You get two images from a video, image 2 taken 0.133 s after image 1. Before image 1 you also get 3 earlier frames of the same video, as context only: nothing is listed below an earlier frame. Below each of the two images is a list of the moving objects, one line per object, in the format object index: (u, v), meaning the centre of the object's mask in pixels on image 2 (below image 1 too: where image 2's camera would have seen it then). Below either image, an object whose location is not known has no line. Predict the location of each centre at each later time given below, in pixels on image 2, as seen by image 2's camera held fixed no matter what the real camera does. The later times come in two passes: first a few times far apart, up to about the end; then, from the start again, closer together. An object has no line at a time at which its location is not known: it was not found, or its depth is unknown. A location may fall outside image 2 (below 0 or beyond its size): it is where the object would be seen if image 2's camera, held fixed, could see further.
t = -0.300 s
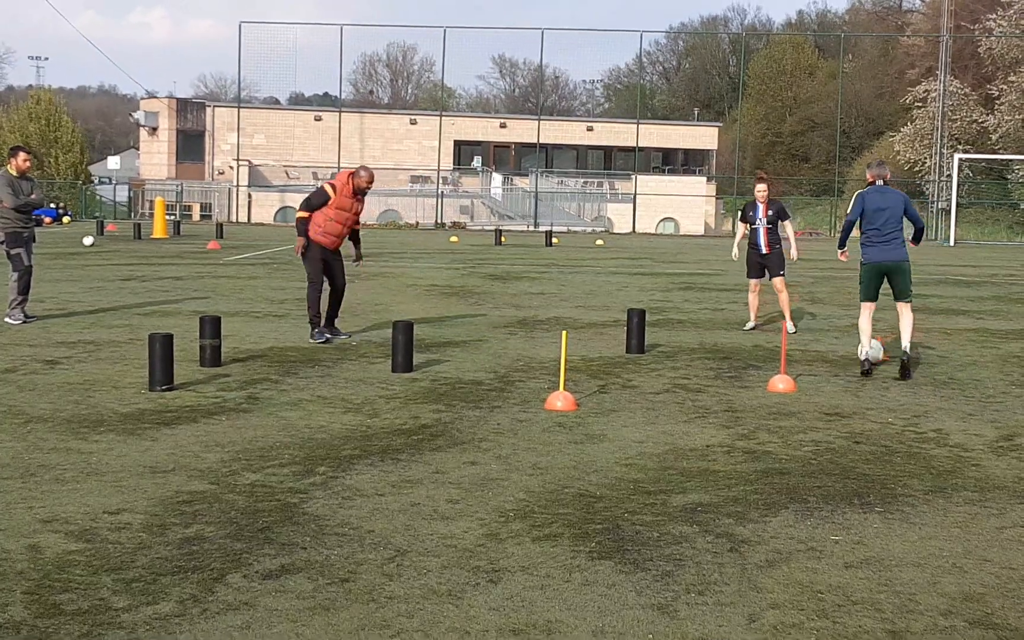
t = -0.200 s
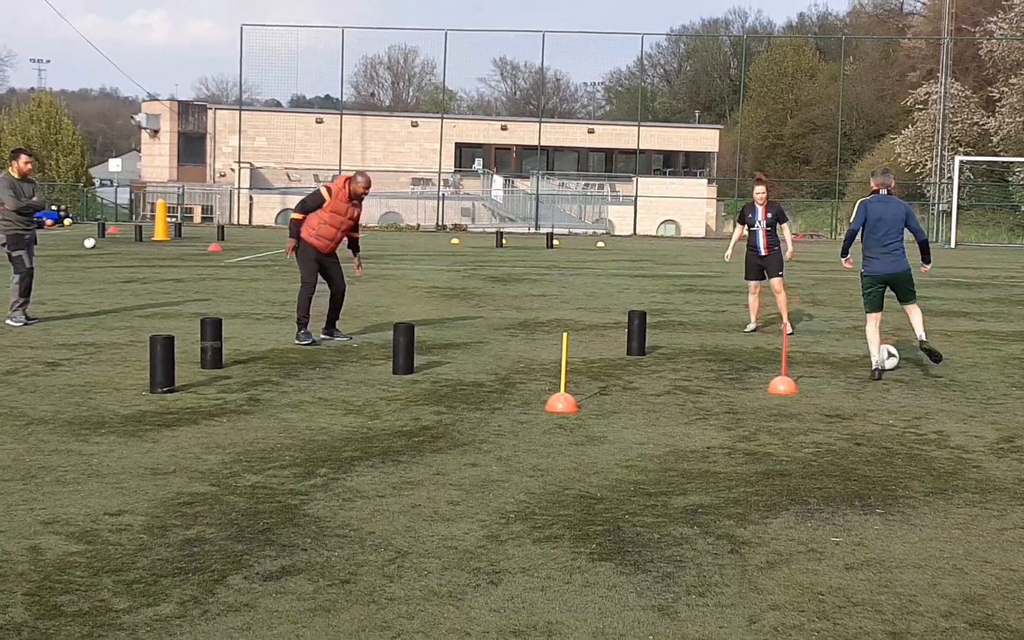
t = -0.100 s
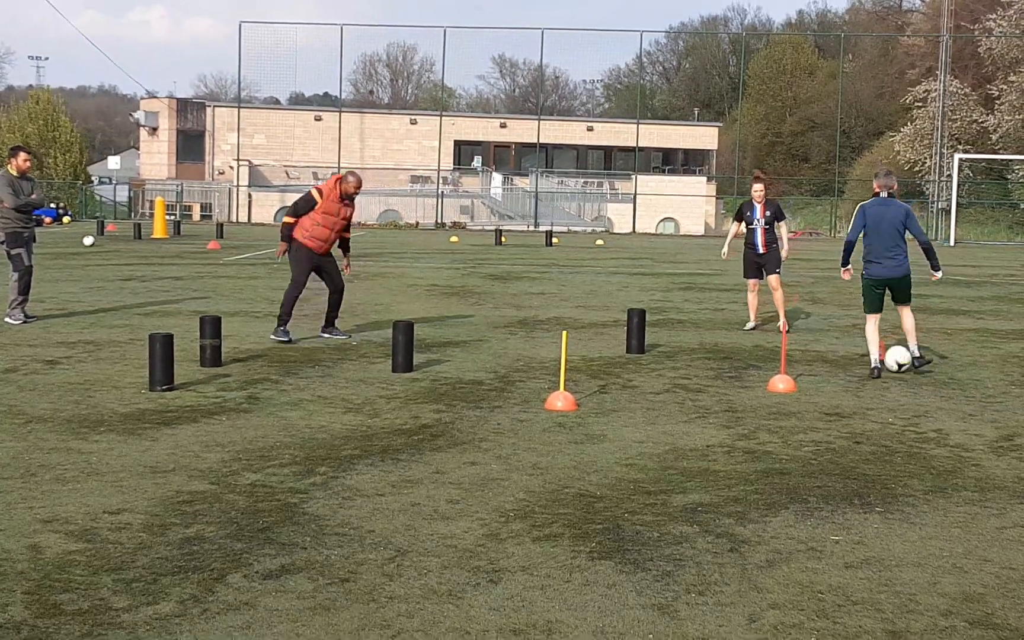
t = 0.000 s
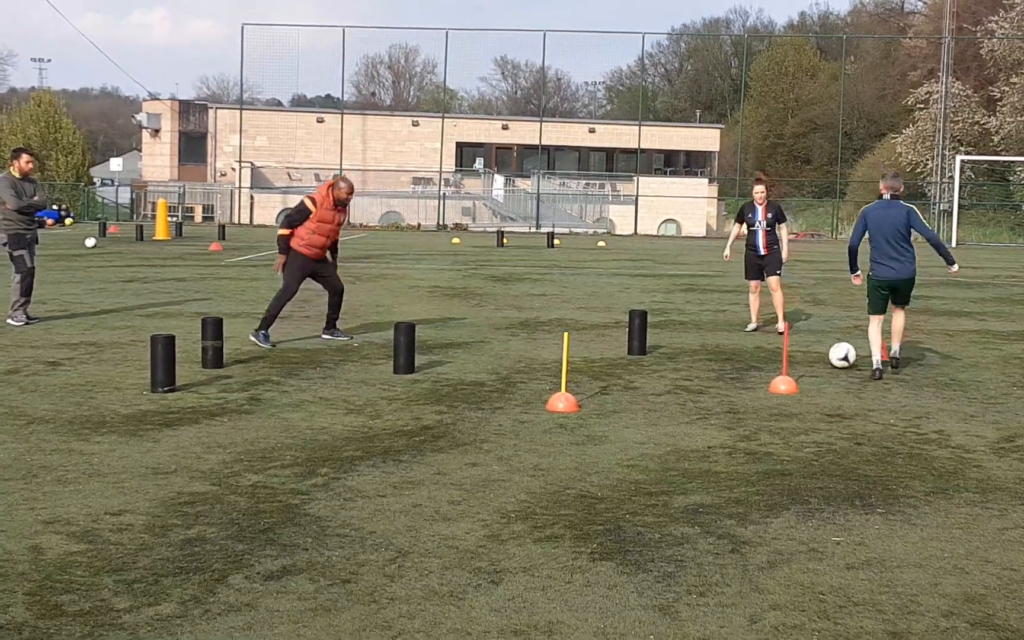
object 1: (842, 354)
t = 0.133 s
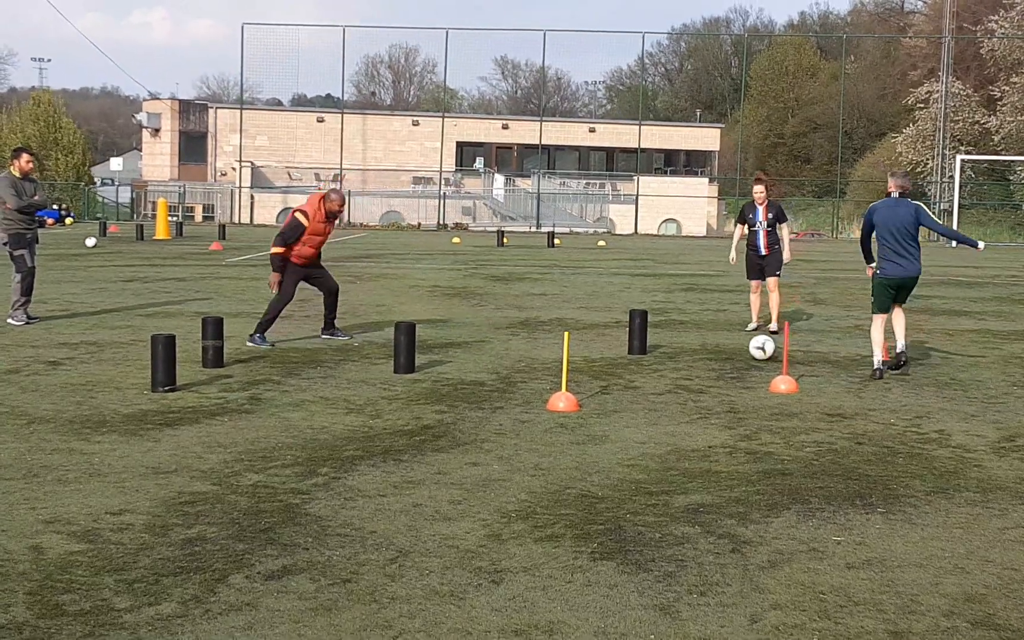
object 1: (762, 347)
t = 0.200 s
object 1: (726, 344)
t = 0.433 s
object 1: (622, 337)
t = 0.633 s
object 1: (556, 332)
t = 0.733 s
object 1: (524, 329)
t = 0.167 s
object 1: (744, 345)
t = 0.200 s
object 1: (726, 344)
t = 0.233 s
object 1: (710, 343)
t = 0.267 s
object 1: (694, 342)
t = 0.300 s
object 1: (679, 341)
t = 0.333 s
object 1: (665, 341)
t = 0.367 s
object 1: (654, 339)
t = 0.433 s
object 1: (622, 337)
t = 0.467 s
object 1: (614, 336)
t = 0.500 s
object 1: (602, 335)
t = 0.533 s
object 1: (590, 334)
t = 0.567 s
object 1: (579, 333)
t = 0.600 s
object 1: (567, 332)
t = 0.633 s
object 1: (556, 332)
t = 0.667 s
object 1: (545, 331)
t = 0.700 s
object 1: (534, 330)
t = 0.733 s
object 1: (524, 329)
